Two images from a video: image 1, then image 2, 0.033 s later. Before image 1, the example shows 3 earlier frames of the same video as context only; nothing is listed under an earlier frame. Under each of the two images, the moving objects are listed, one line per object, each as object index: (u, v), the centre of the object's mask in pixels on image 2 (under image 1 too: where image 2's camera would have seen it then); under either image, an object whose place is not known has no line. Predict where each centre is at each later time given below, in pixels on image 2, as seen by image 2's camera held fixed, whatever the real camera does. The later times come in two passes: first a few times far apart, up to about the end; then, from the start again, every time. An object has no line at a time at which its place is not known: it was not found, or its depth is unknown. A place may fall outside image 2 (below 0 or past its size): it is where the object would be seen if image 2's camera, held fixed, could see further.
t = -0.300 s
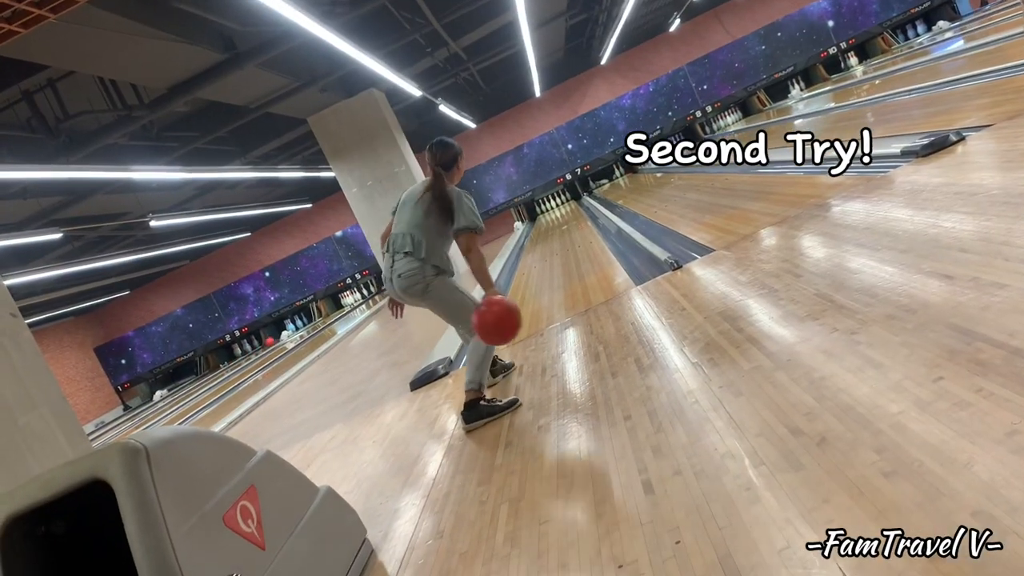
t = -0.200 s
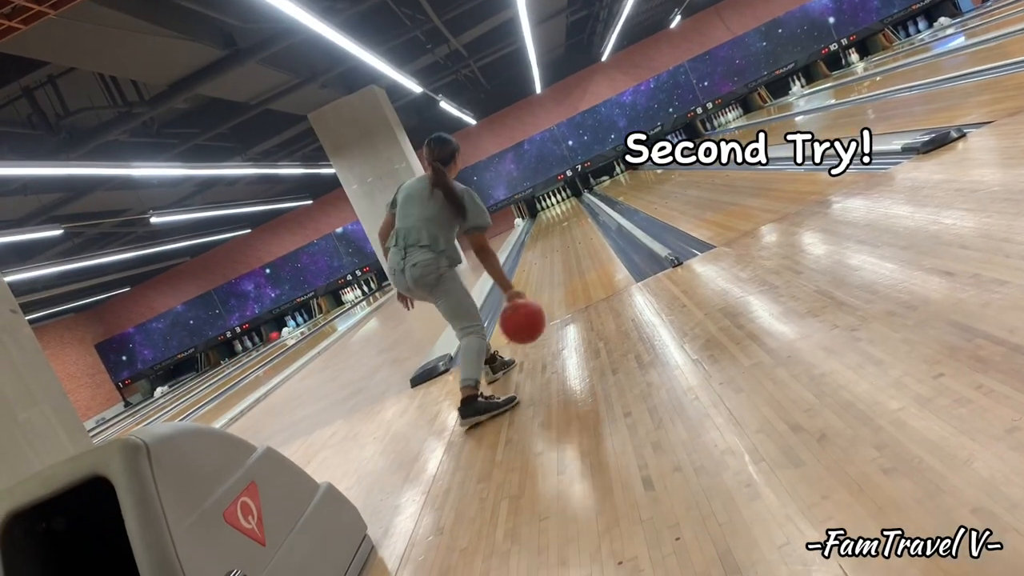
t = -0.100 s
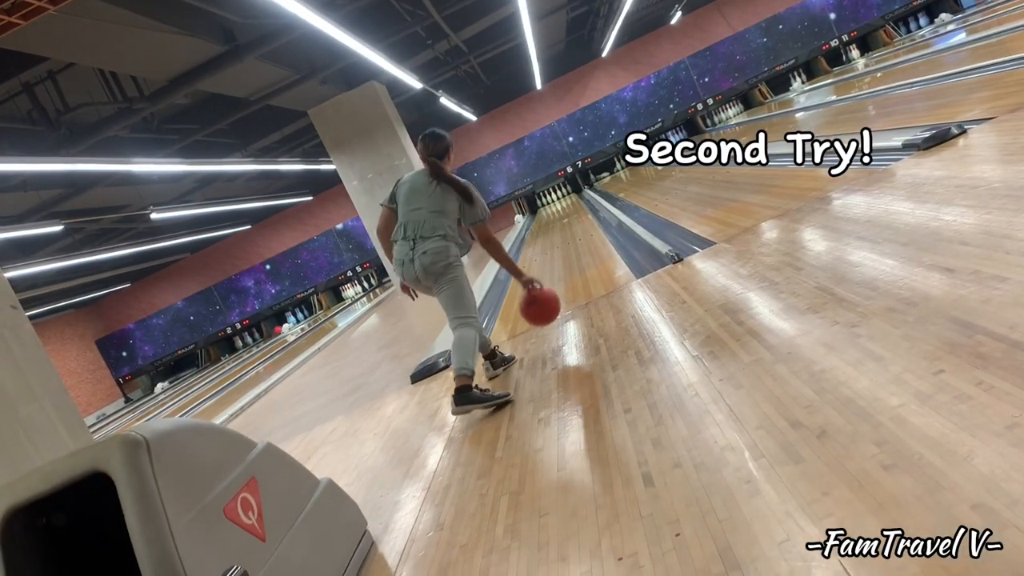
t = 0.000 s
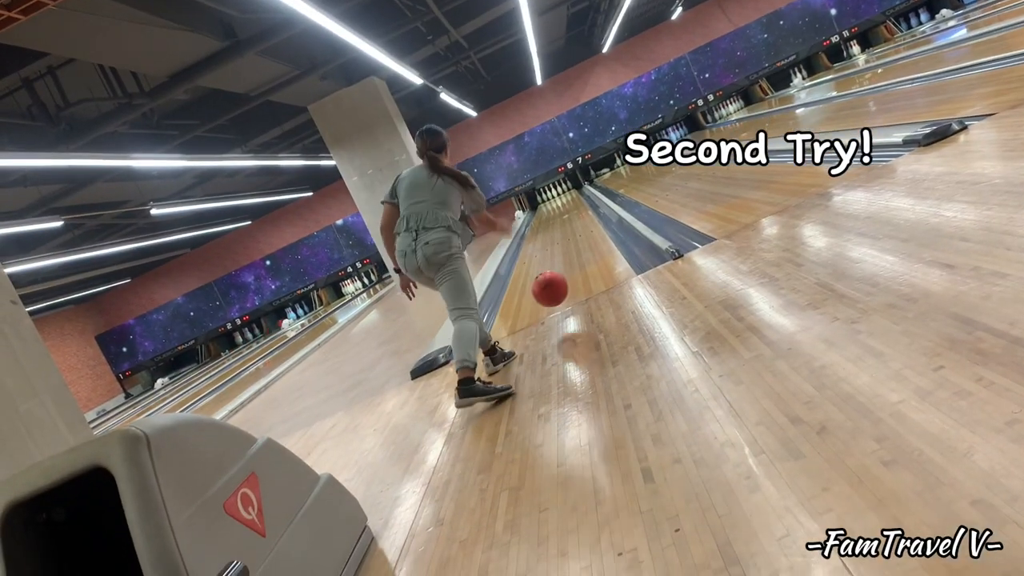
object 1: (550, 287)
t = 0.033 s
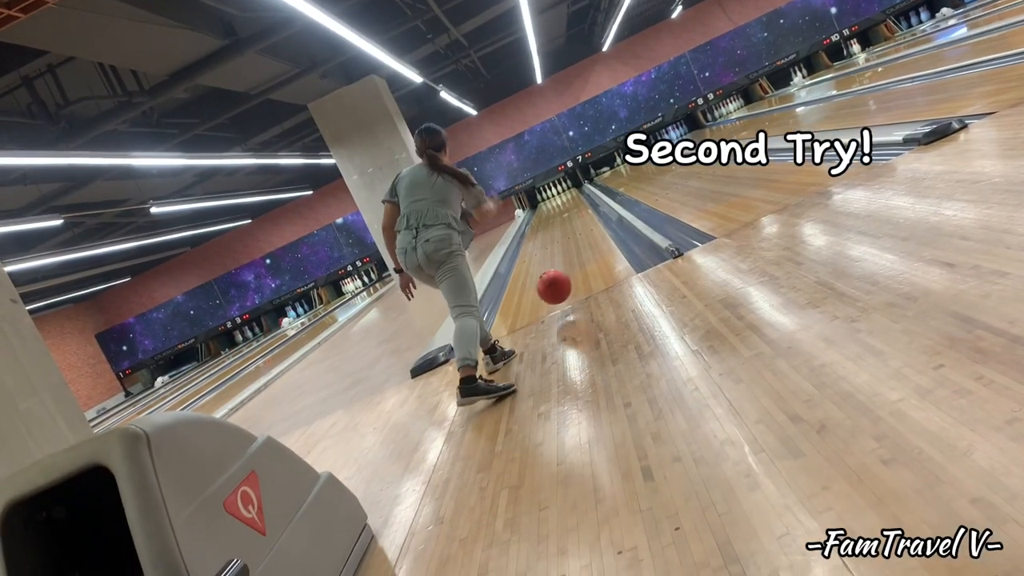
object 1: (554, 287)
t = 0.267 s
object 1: (567, 265)
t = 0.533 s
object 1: (573, 242)
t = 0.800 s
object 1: (577, 226)
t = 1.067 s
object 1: (579, 215)
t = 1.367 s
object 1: (580, 207)
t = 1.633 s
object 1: (581, 201)
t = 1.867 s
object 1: (581, 198)
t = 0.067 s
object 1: (558, 287)
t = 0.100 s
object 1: (560, 283)
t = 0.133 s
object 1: (561, 277)
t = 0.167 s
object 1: (562, 272)
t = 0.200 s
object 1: (564, 269)
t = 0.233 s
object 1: (566, 267)
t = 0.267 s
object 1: (567, 265)
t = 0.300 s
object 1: (568, 261)
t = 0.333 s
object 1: (569, 258)
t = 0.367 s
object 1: (570, 255)
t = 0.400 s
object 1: (571, 252)
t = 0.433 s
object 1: (571, 250)
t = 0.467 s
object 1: (572, 247)
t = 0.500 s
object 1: (573, 244)
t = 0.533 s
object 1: (573, 242)
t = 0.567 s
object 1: (574, 240)
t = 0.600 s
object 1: (574, 237)
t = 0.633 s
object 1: (575, 236)
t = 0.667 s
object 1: (575, 234)
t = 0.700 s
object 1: (576, 231)
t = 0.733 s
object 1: (576, 230)
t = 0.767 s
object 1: (577, 228)
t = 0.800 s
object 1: (577, 226)
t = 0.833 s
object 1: (578, 225)
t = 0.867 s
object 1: (578, 223)
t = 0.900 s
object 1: (578, 222)
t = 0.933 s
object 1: (578, 220)
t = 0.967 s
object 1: (578, 219)
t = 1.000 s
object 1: (579, 218)
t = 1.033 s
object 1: (579, 217)
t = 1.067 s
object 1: (579, 215)
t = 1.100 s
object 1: (579, 214)
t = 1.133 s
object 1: (580, 213)
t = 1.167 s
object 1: (580, 212)
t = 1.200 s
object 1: (580, 211)
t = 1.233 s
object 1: (580, 210)
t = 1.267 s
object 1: (580, 209)
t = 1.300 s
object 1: (581, 208)
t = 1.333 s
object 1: (580, 208)
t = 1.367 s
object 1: (580, 207)
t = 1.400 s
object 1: (580, 207)
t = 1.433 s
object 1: (580, 206)
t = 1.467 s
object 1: (580, 206)
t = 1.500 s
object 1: (580, 204)
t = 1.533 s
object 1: (581, 202)
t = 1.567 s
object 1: (581, 202)
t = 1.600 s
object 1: (580, 201)
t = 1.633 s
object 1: (581, 201)
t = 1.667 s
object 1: (581, 201)
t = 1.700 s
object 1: (581, 200)
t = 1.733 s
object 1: (581, 200)
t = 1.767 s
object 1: (581, 200)
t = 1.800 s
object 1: (582, 199)
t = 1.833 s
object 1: (581, 198)
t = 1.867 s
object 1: (581, 198)
